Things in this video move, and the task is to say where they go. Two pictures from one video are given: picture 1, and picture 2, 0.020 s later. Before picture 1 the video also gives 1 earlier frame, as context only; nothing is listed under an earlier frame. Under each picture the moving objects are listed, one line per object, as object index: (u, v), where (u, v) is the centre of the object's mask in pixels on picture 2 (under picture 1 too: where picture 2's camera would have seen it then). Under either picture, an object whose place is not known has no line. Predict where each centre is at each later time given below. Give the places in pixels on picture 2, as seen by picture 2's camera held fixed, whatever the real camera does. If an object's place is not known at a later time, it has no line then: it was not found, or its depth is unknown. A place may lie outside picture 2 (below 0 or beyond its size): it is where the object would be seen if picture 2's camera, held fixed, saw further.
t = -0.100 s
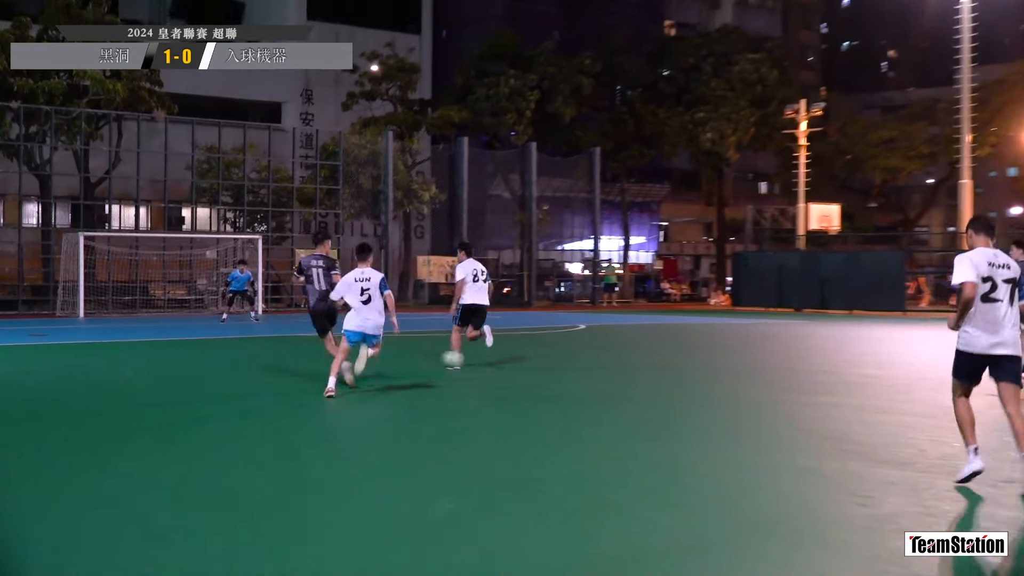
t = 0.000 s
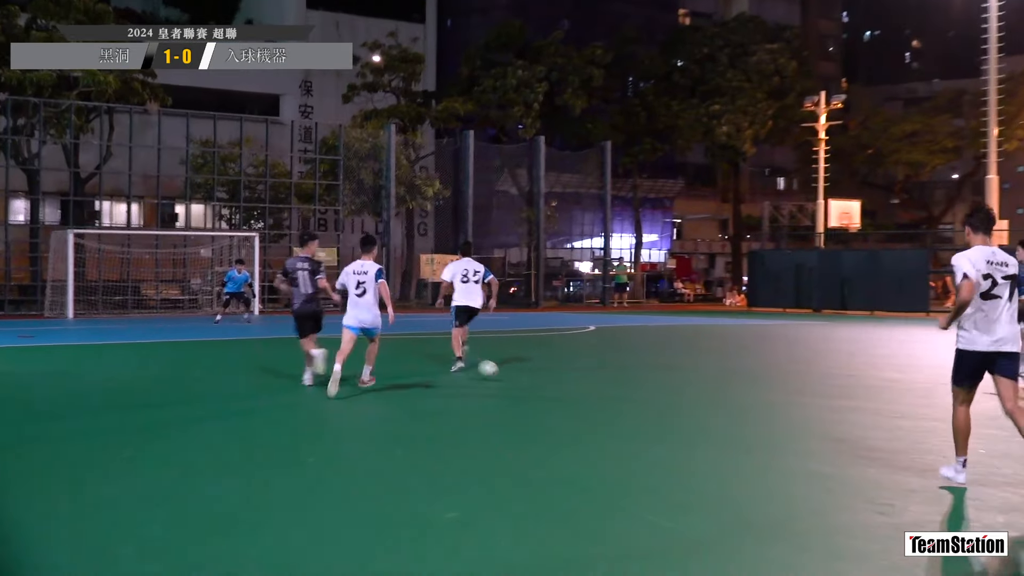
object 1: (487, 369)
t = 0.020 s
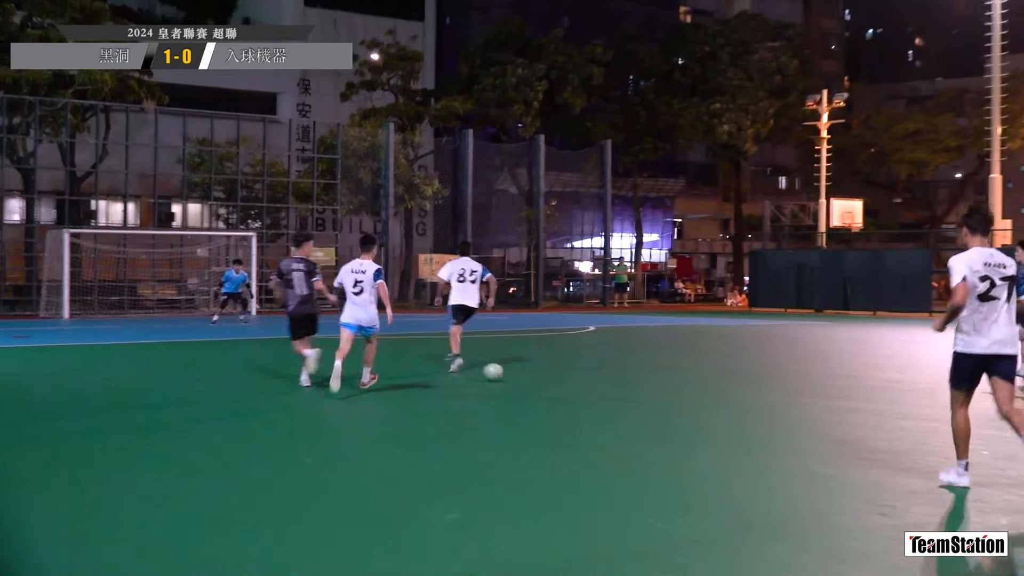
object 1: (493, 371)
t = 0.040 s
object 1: (500, 368)
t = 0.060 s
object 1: (506, 365)
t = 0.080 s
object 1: (513, 362)
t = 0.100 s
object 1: (519, 359)
